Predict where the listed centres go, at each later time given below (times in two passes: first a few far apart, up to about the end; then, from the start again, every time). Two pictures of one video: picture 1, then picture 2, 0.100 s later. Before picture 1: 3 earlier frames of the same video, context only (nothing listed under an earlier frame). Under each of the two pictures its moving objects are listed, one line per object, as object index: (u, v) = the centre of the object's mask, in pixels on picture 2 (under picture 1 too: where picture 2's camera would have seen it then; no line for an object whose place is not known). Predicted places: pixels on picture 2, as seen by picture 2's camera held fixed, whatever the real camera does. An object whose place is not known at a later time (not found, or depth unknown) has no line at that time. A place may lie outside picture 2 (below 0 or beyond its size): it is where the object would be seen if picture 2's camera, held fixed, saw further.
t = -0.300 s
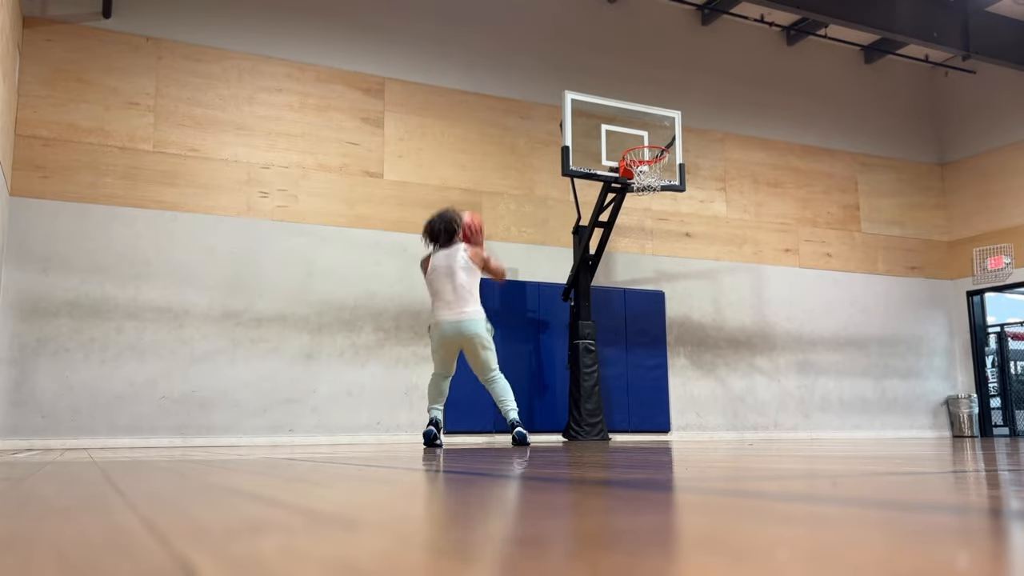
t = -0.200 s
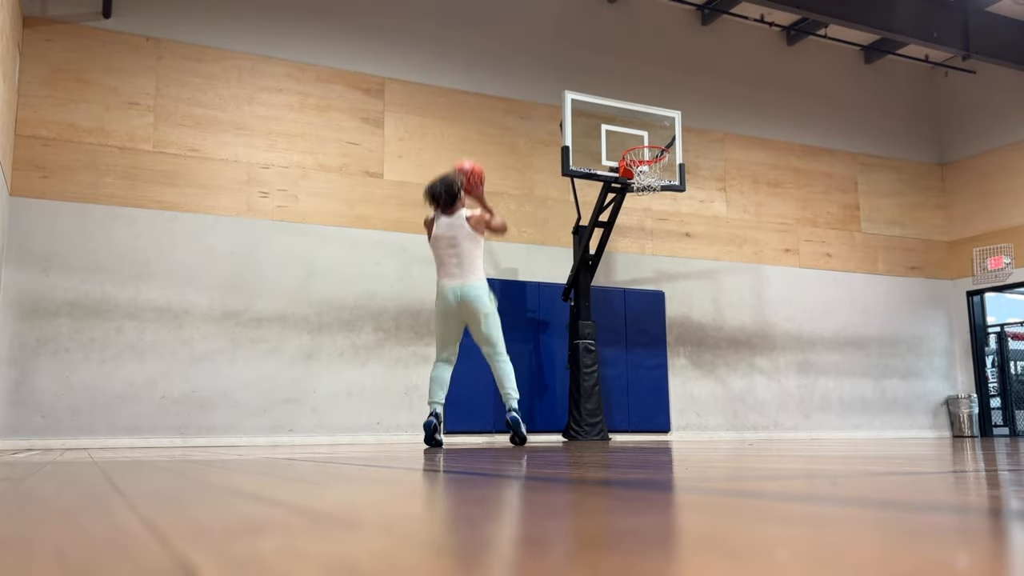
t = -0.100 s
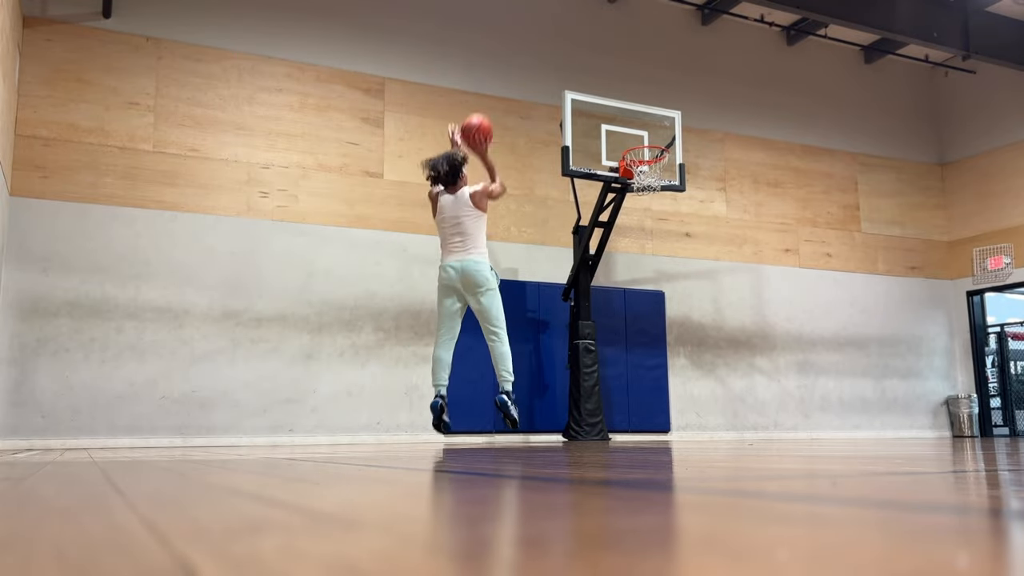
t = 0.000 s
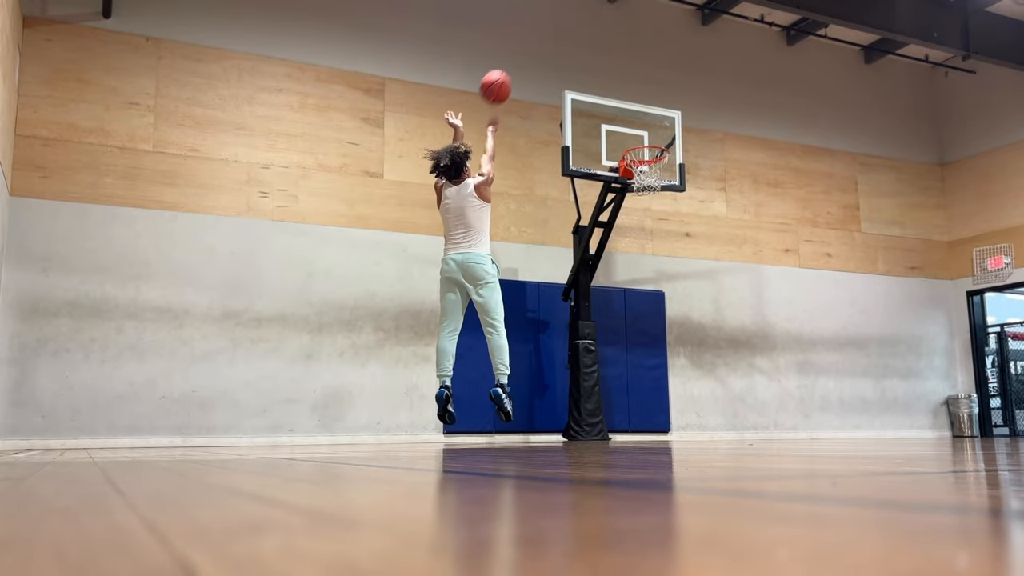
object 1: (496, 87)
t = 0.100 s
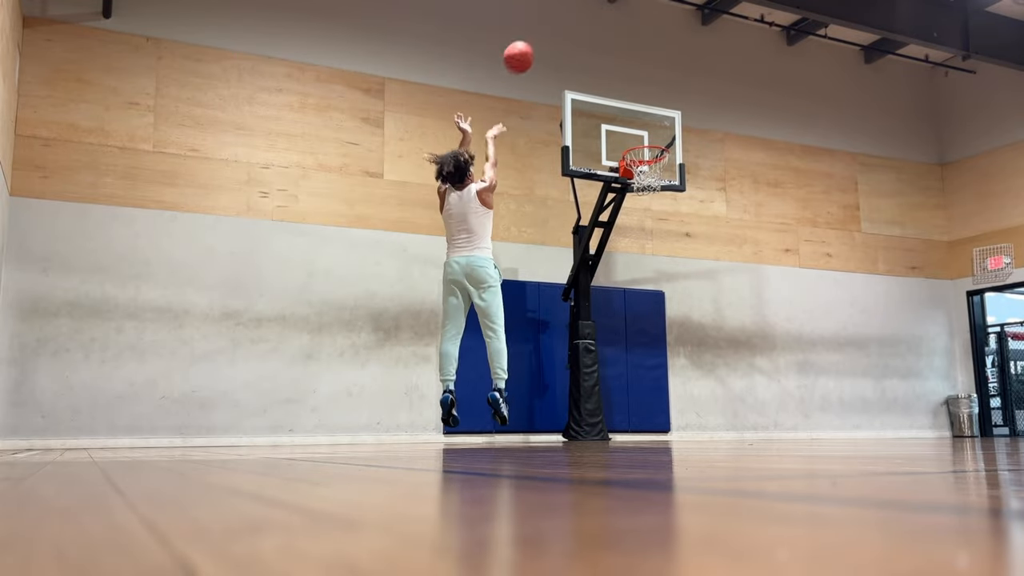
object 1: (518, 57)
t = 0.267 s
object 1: (552, 37)
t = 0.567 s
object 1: (602, 71)
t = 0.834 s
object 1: (638, 142)
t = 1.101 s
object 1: (652, 163)
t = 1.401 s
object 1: (636, 195)
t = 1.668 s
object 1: (632, 274)
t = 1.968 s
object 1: (632, 426)
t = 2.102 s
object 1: (633, 372)
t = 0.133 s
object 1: (526, 50)
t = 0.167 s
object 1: (532, 45)
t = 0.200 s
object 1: (539, 41)
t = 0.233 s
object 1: (546, 38)
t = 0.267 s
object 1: (552, 37)
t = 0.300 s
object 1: (558, 36)
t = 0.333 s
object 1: (564, 37)
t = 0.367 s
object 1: (570, 39)
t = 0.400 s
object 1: (576, 42)
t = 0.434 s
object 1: (581, 46)
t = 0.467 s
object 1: (587, 51)
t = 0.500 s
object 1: (592, 57)
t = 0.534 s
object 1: (597, 64)
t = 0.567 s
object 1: (602, 71)
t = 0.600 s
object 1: (607, 80)
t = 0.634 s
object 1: (612, 89)
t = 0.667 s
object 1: (617, 100)
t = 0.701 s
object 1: (622, 111)
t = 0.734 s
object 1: (626, 122)
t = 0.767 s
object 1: (632, 136)
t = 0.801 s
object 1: (634, 141)
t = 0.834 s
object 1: (638, 142)
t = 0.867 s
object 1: (643, 143)
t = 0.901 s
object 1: (645, 157)
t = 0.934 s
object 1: (648, 158)
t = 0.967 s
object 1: (651, 157)
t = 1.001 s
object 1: (654, 157)
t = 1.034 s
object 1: (656, 158)
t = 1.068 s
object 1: (655, 159)
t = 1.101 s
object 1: (652, 163)
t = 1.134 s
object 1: (650, 163)
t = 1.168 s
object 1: (650, 169)
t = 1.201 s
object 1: (644, 179)
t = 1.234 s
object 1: (642, 180)
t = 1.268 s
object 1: (640, 182)
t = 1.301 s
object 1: (637, 184)
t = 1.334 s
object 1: (637, 187)
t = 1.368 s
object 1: (637, 190)
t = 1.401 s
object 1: (636, 195)
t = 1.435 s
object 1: (636, 202)
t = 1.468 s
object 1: (635, 209)
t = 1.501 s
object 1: (634, 218)
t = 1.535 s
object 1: (634, 227)
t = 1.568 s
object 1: (633, 237)
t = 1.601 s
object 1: (633, 248)
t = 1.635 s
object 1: (633, 260)
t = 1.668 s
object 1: (632, 274)
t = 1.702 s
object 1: (632, 288)
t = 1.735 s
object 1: (632, 302)
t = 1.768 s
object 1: (632, 319)
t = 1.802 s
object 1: (632, 336)
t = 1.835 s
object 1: (632, 353)
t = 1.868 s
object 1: (631, 372)
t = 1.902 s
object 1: (631, 392)
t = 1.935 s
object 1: (632, 412)
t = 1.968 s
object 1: (632, 426)
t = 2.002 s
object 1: (632, 411)
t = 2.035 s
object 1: (632, 397)
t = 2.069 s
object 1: (633, 384)
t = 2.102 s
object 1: (633, 372)
